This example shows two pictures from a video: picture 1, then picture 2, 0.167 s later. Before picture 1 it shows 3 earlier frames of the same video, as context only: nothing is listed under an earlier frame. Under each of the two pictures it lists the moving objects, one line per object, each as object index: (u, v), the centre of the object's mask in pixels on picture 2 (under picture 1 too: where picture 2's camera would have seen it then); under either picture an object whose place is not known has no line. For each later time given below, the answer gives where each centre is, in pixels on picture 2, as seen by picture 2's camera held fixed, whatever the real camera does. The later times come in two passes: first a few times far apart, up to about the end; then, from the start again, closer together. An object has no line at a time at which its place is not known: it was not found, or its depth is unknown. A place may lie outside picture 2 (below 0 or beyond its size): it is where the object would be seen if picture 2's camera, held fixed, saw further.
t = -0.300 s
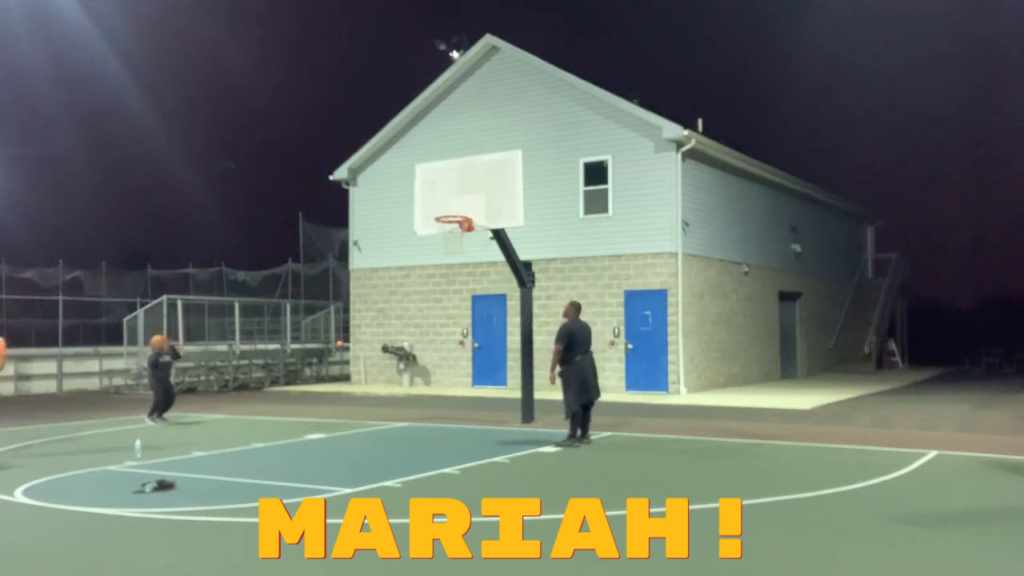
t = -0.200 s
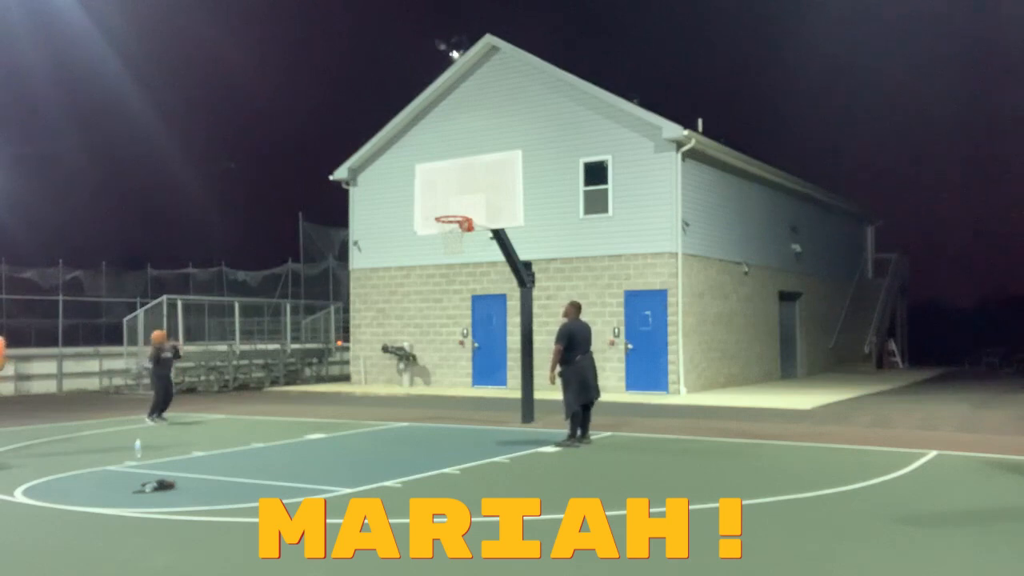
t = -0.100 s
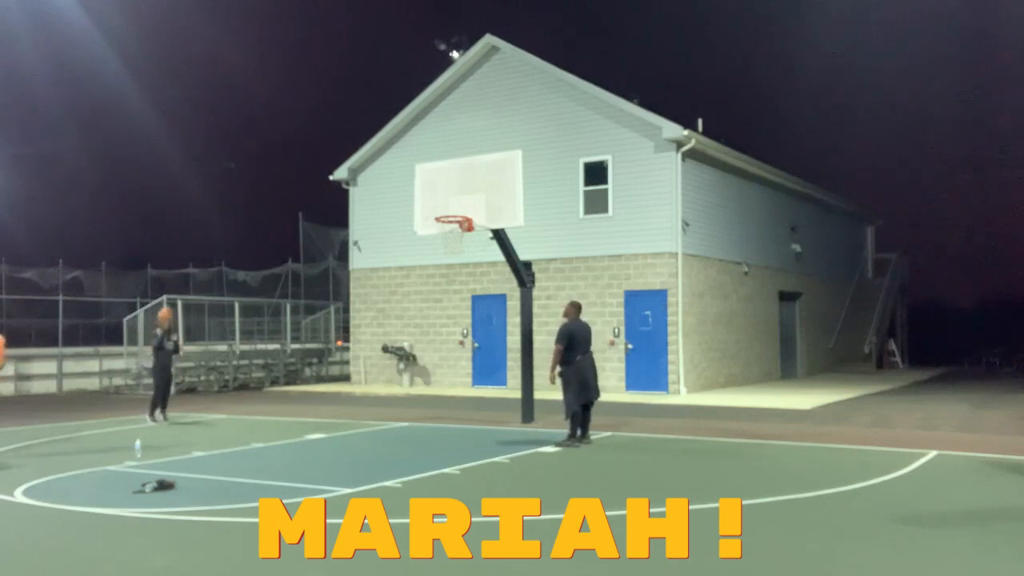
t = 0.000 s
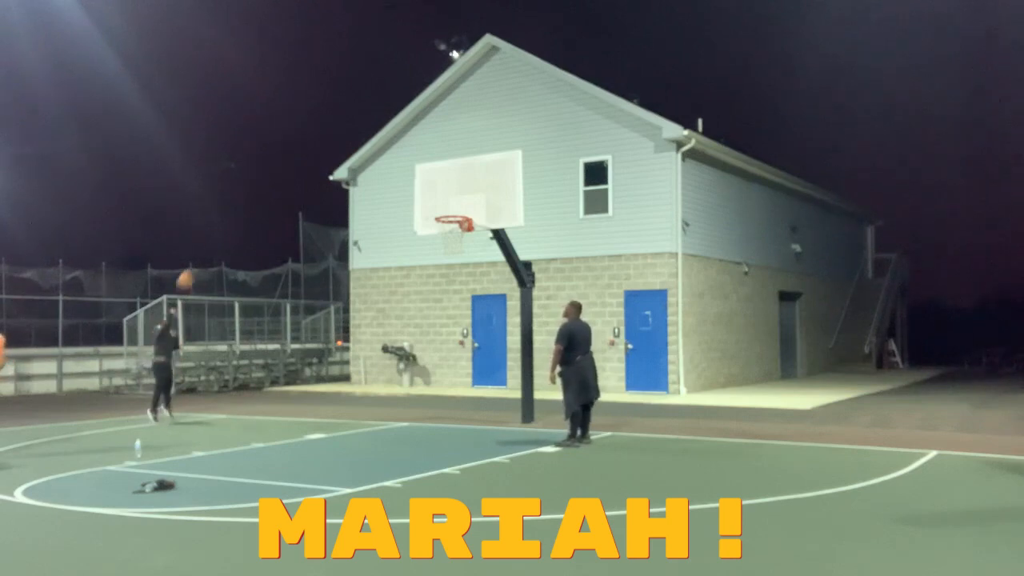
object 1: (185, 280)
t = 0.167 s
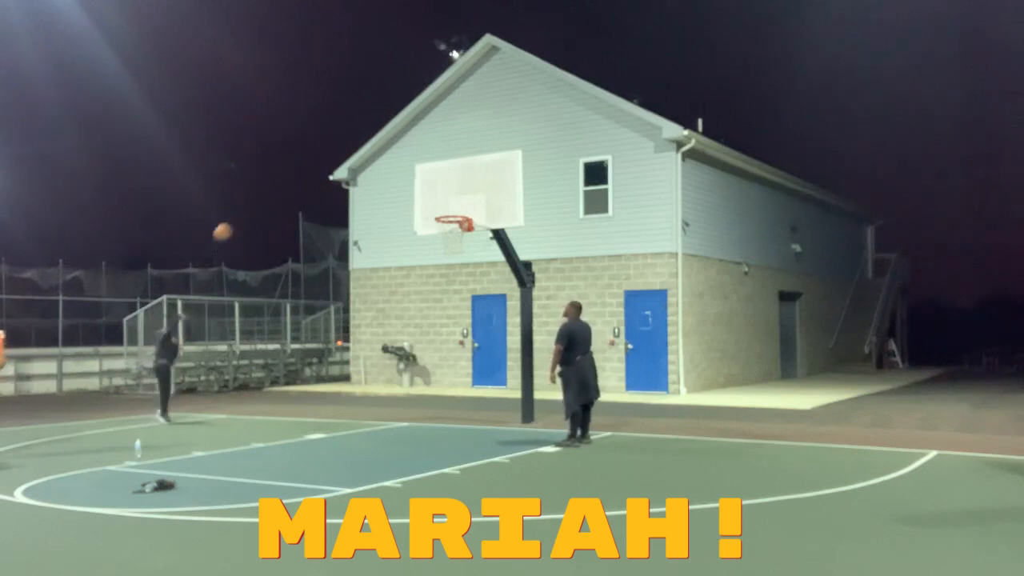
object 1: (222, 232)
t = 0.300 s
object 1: (253, 204)
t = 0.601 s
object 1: (324, 179)
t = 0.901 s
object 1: (401, 209)
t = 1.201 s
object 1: (469, 296)
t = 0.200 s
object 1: (230, 224)
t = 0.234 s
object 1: (238, 217)
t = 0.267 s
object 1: (246, 210)
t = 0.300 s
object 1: (253, 204)
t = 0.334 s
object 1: (261, 199)
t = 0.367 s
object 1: (269, 194)
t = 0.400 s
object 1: (277, 190)
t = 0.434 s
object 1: (284, 187)
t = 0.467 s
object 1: (292, 184)
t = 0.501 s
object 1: (300, 182)
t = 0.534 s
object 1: (309, 180)
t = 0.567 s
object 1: (317, 179)
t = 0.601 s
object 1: (324, 179)
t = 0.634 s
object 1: (333, 180)
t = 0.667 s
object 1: (340, 181)
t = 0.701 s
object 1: (350, 183)
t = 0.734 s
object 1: (358, 185)
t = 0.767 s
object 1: (367, 189)
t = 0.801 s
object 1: (376, 193)
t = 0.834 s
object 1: (384, 197)
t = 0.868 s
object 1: (393, 203)
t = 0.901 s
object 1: (401, 209)
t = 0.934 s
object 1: (411, 217)
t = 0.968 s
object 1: (420, 225)
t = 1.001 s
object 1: (427, 232)
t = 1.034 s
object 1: (433, 241)
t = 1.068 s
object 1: (440, 250)
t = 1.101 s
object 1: (448, 261)
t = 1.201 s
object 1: (469, 296)
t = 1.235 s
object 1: (478, 309)
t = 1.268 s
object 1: (486, 324)
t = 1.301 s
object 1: (492, 339)
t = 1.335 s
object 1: (501, 355)
